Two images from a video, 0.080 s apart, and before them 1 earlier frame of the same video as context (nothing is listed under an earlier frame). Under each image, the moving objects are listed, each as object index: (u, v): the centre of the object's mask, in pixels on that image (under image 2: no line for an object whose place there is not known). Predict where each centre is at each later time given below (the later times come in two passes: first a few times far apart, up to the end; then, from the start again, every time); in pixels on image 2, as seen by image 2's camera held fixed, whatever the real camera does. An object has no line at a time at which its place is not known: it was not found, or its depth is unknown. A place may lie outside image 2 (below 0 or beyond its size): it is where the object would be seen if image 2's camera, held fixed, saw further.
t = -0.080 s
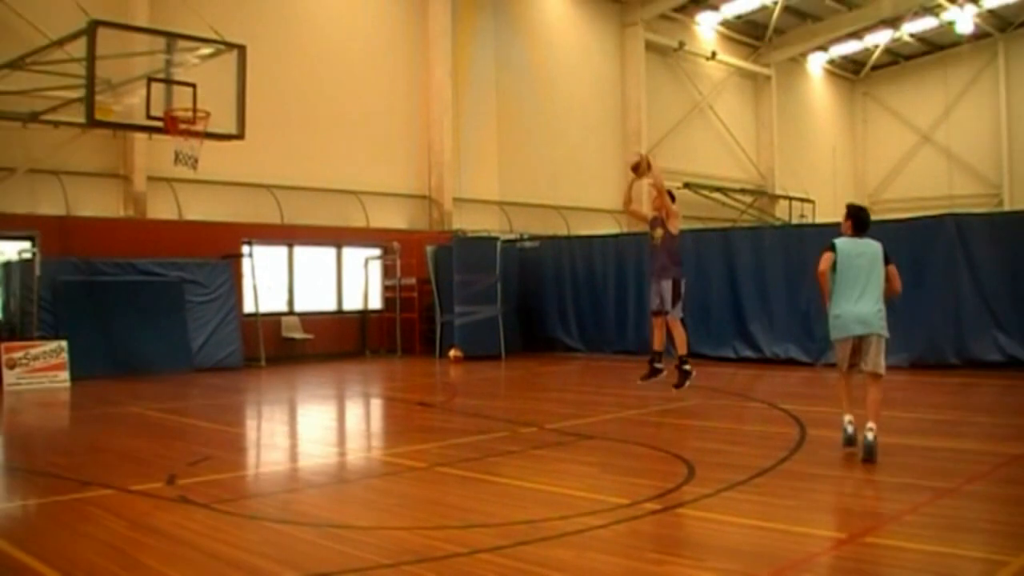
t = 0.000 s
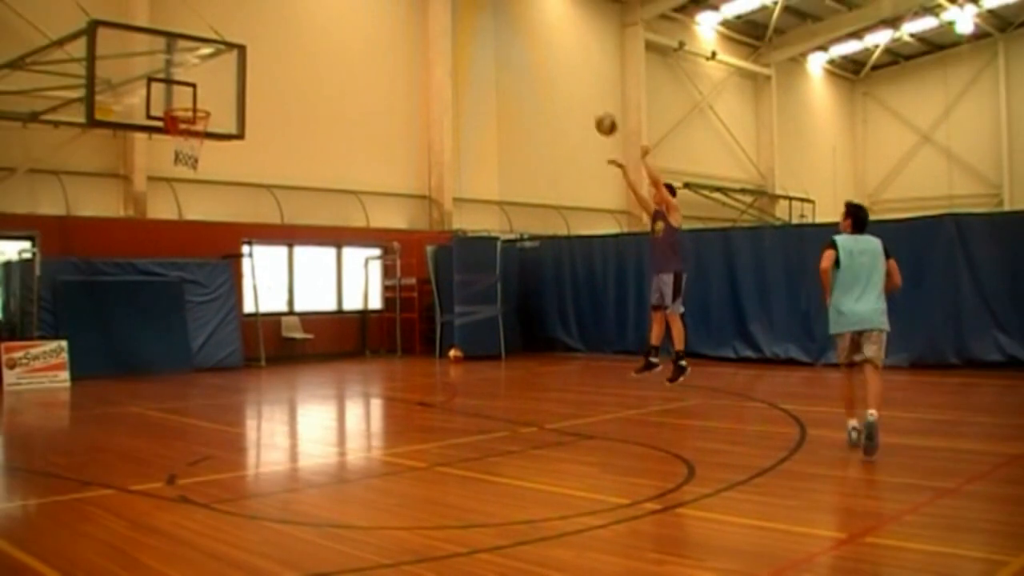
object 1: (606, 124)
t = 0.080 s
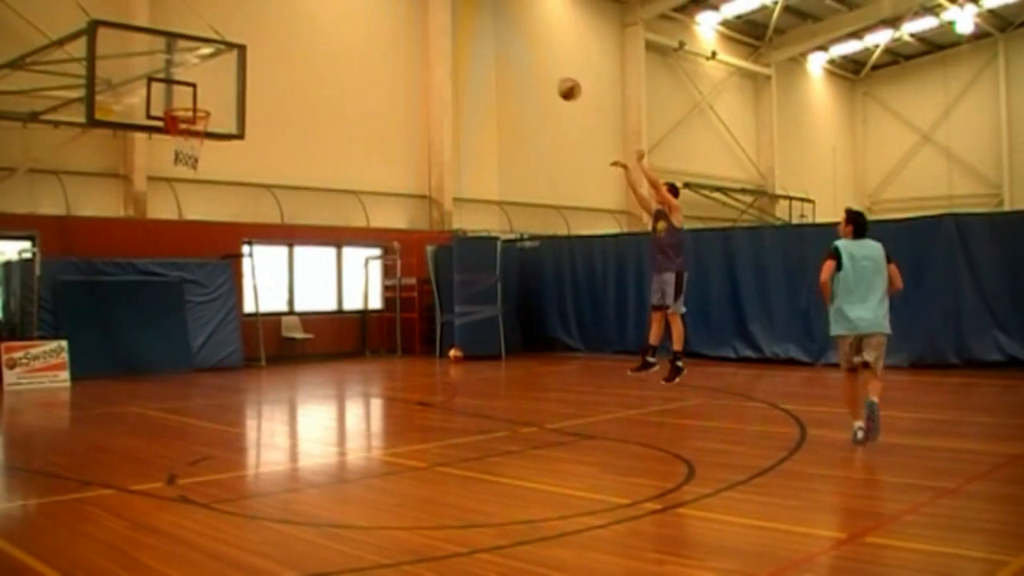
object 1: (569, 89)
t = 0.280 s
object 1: (476, 30)
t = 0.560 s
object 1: (352, 16)
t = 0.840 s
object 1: (231, 77)
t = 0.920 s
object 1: (199, 106)
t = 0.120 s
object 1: (550, 74)
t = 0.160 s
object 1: (532, 61)
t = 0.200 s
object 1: (513, 49)
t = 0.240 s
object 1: (494, 38)
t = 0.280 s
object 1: (476, 30)
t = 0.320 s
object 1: (458, 24)
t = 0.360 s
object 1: (440, 19)
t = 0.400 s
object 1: (422, 14)
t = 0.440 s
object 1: (404, 12)
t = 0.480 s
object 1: (386, 12)
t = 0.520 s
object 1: (369, 13)
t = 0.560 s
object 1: (352, 16)
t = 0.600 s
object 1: (334, 21)
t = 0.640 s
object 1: (316, 26)
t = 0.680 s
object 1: (299, 33)
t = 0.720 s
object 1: (282, 42)
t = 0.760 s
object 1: (265, 52)
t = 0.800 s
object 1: (249, 64)
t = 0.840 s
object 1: (231, 77)
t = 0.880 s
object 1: (214, 92)
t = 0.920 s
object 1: (199, 106)
